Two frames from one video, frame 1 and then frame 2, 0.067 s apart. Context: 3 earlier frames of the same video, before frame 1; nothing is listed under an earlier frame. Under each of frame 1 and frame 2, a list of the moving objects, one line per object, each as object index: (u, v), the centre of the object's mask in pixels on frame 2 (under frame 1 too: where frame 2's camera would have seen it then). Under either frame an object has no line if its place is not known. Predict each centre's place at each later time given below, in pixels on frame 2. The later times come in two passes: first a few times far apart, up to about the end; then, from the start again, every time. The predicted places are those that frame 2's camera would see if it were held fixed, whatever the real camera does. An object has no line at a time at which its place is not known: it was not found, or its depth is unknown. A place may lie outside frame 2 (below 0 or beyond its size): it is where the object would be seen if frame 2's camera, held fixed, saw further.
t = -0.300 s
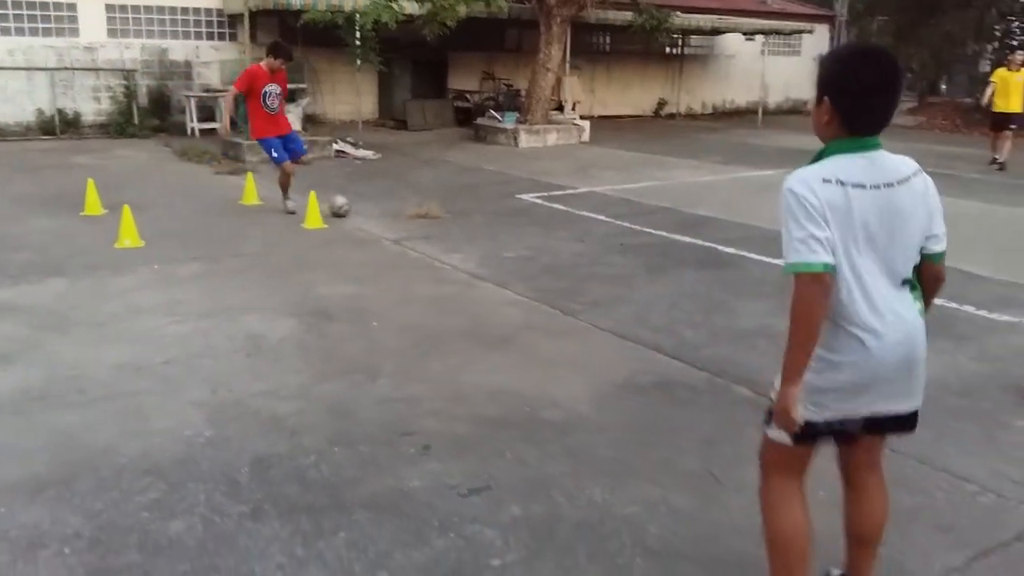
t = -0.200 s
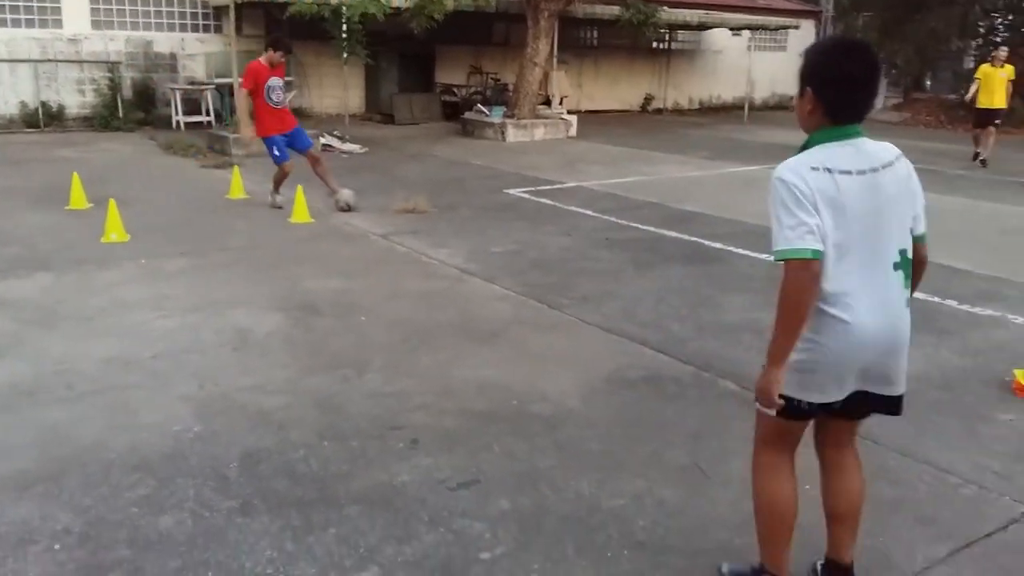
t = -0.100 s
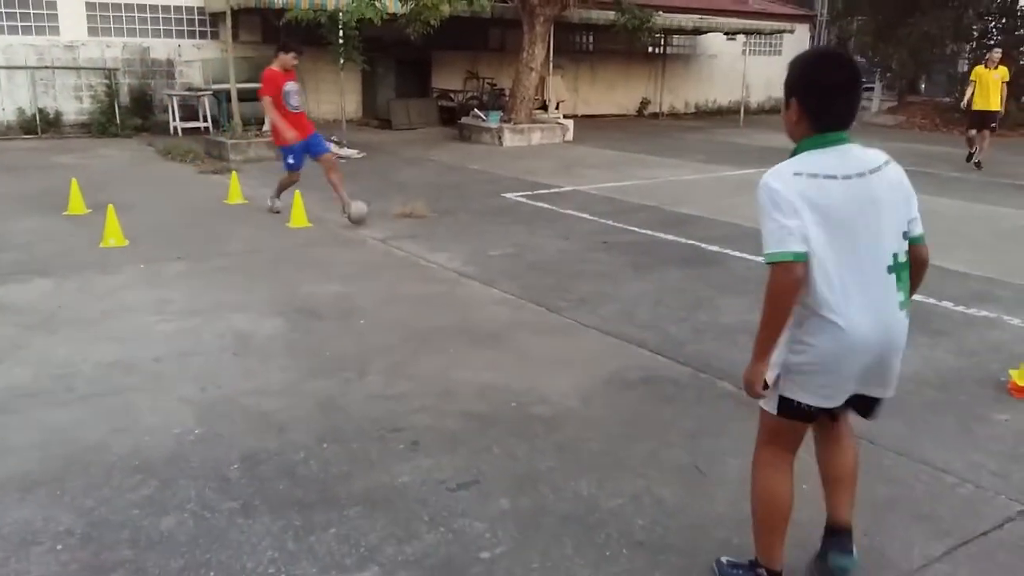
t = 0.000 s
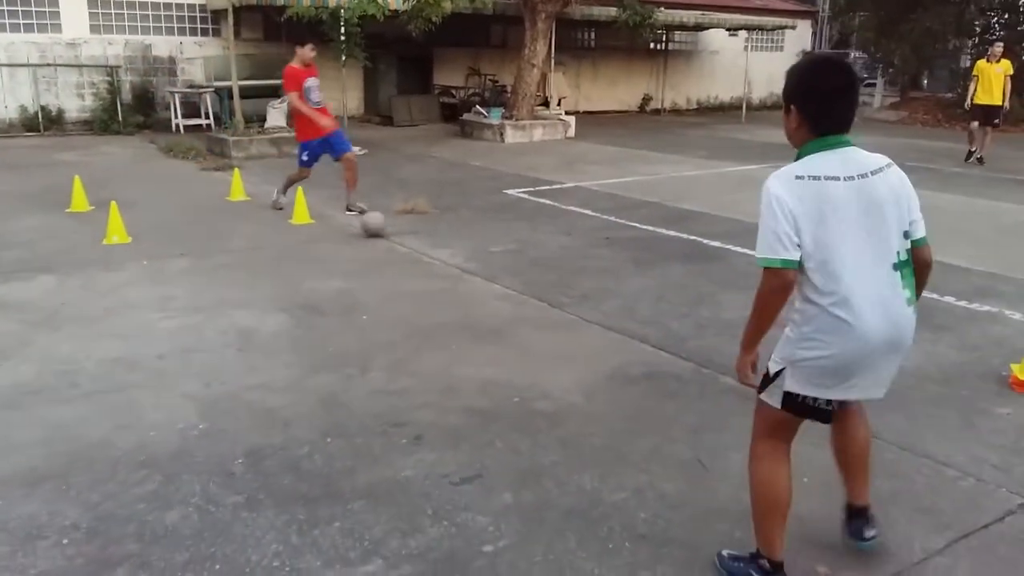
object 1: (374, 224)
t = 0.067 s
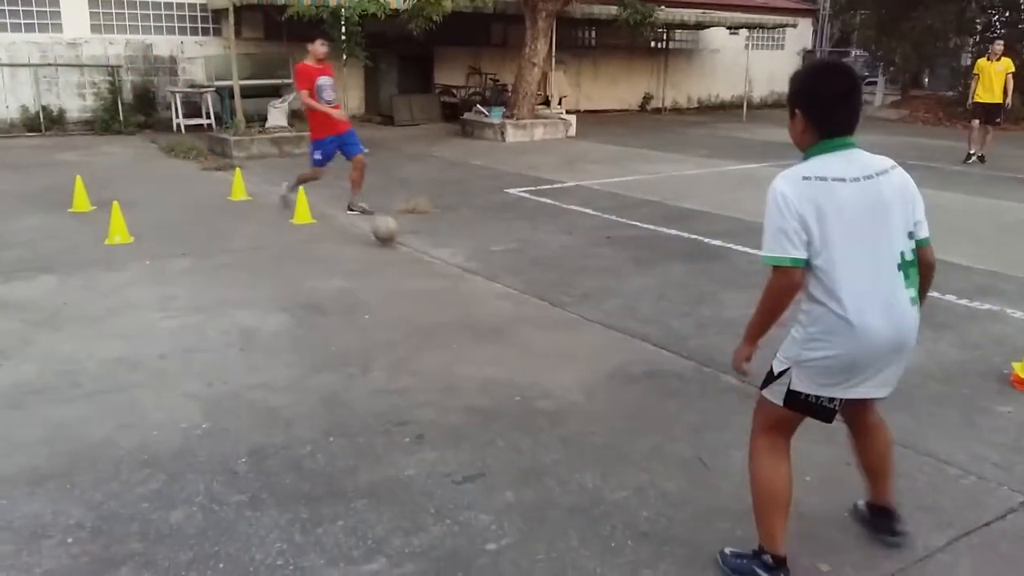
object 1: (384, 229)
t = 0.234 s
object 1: (413, 252)
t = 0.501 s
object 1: (479, 308)
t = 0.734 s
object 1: (572, 382)
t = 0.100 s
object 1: (390, 234)
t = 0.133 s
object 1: (395, 241)
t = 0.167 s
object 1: (401, 245)
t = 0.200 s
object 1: (408, 248)
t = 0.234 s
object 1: (413, 252)
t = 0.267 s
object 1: (421, 262)
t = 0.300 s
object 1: (427, 268)
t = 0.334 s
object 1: (435, 272)
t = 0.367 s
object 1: (442, 277)
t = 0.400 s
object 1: (451, 285)
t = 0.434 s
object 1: (459, 293)
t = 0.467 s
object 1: (469, 303)
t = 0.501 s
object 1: (479, 308)
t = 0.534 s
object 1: (490, 317)
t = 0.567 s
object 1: (502, 326)
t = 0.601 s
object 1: (515, 340)
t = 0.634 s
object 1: (526, 348)
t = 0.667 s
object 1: (541, 355)
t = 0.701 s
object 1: (557, 365)
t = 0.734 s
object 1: (572, 382)
